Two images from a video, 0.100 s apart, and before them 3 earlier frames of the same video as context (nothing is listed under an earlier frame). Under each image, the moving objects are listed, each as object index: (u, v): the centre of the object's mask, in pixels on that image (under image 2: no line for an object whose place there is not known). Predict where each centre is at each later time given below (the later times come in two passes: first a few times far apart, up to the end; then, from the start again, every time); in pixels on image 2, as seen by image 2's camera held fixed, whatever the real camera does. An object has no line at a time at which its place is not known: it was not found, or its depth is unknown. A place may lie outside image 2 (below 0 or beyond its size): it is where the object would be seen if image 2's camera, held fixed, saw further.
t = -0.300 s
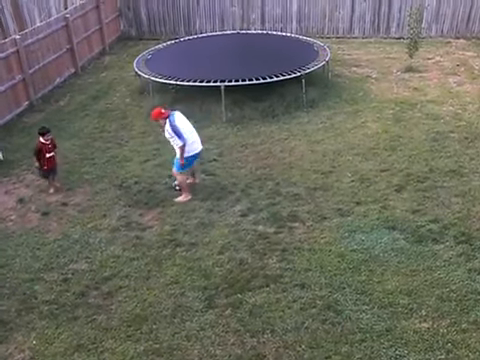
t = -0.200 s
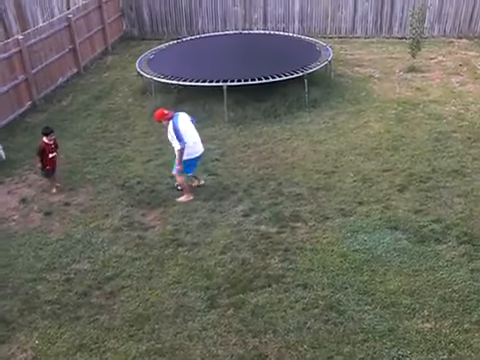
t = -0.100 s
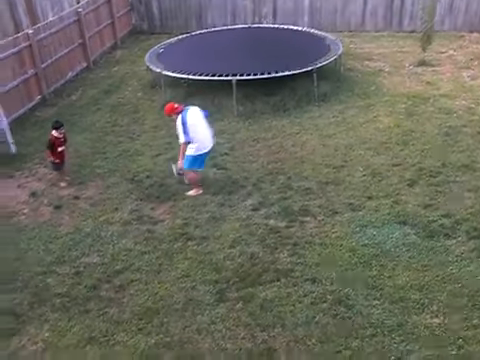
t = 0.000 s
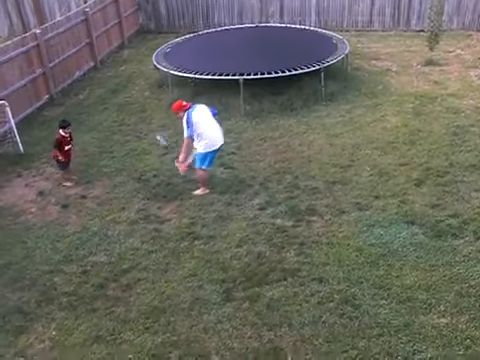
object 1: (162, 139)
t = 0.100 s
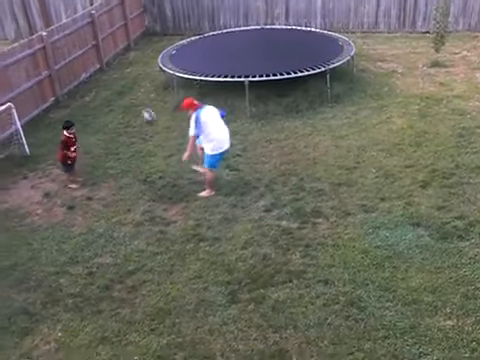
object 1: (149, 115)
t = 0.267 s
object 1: (116, 82)
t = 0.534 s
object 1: (70, 65)
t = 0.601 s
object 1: (59, 66)
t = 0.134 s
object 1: (142, 108)
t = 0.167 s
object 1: (135, 100)
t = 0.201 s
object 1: (129, 94)
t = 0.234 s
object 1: (122, 87)
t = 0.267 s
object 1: (116, 82)
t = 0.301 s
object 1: (109, 78)
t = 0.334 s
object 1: (103, 74)
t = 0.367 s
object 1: (97, 71)
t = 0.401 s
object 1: (91, 68)
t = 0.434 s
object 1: (85, 67)
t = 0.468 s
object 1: (81, 65)
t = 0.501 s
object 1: (75, 65)
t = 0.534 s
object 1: (70, 65)
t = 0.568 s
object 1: (64, 65)
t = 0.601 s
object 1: (59, 66)
